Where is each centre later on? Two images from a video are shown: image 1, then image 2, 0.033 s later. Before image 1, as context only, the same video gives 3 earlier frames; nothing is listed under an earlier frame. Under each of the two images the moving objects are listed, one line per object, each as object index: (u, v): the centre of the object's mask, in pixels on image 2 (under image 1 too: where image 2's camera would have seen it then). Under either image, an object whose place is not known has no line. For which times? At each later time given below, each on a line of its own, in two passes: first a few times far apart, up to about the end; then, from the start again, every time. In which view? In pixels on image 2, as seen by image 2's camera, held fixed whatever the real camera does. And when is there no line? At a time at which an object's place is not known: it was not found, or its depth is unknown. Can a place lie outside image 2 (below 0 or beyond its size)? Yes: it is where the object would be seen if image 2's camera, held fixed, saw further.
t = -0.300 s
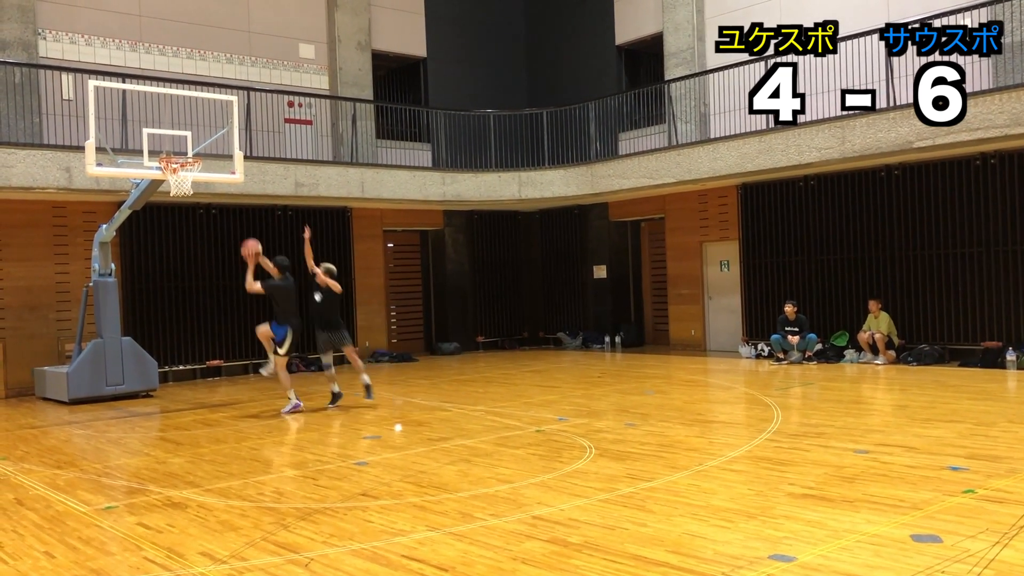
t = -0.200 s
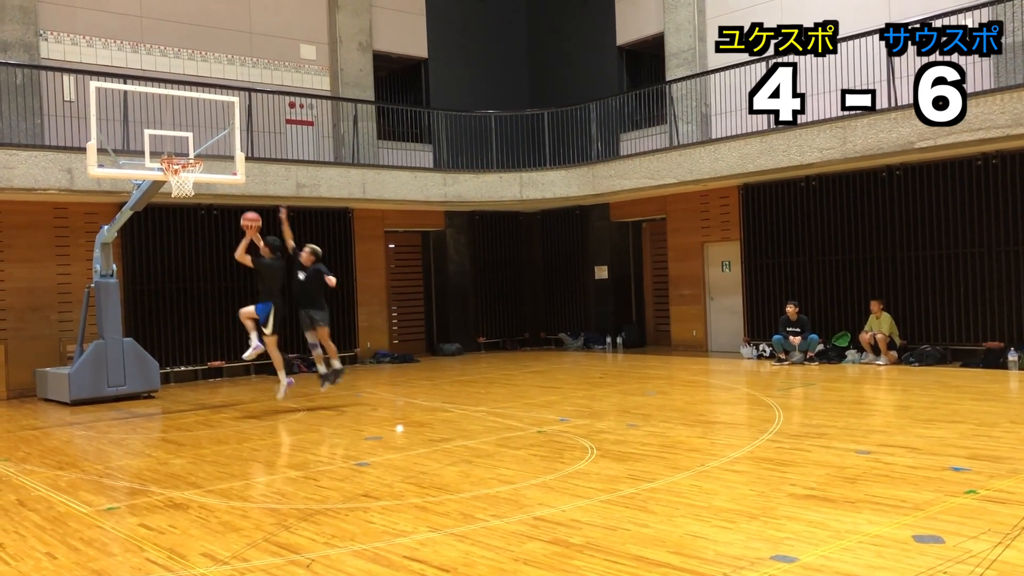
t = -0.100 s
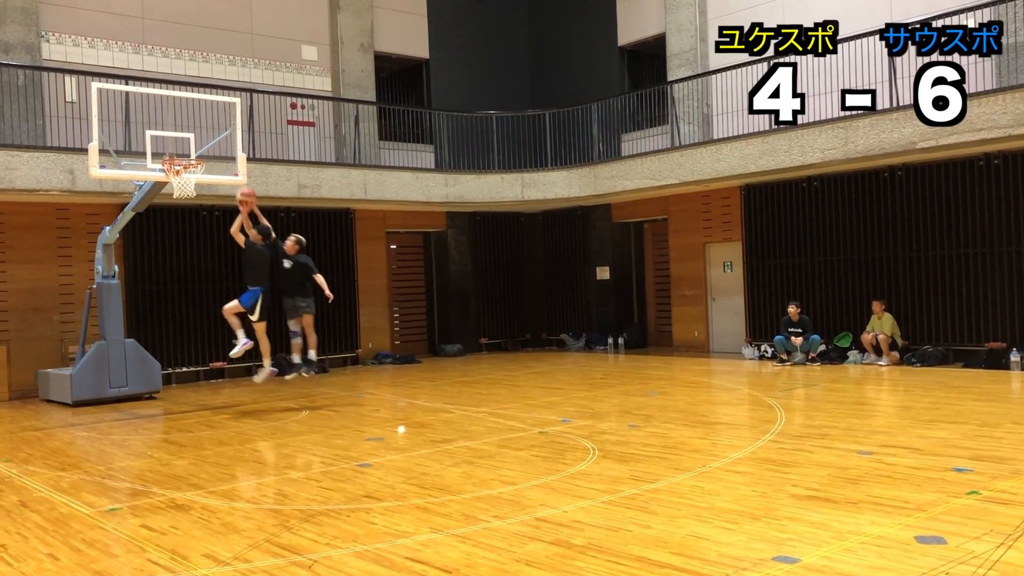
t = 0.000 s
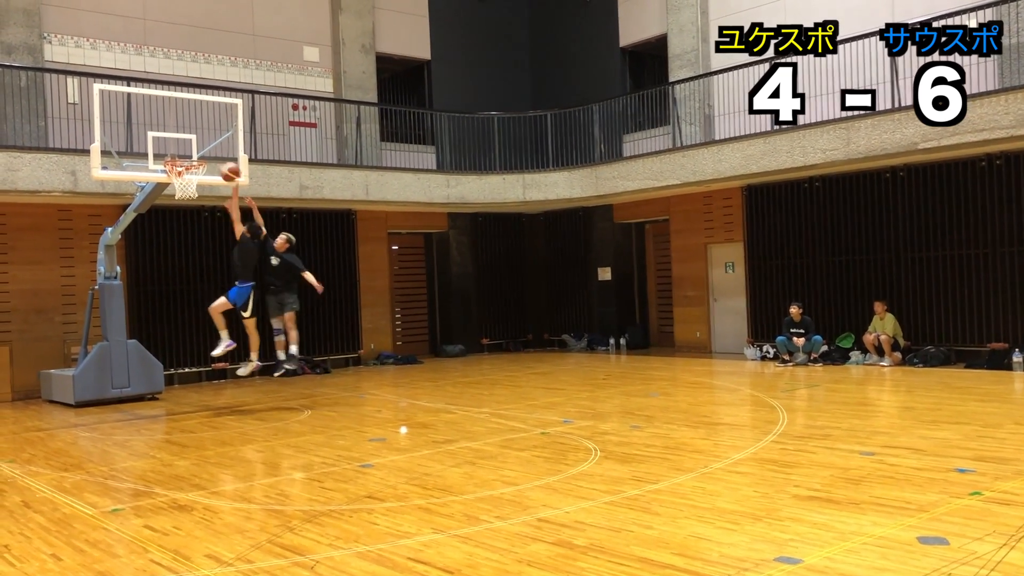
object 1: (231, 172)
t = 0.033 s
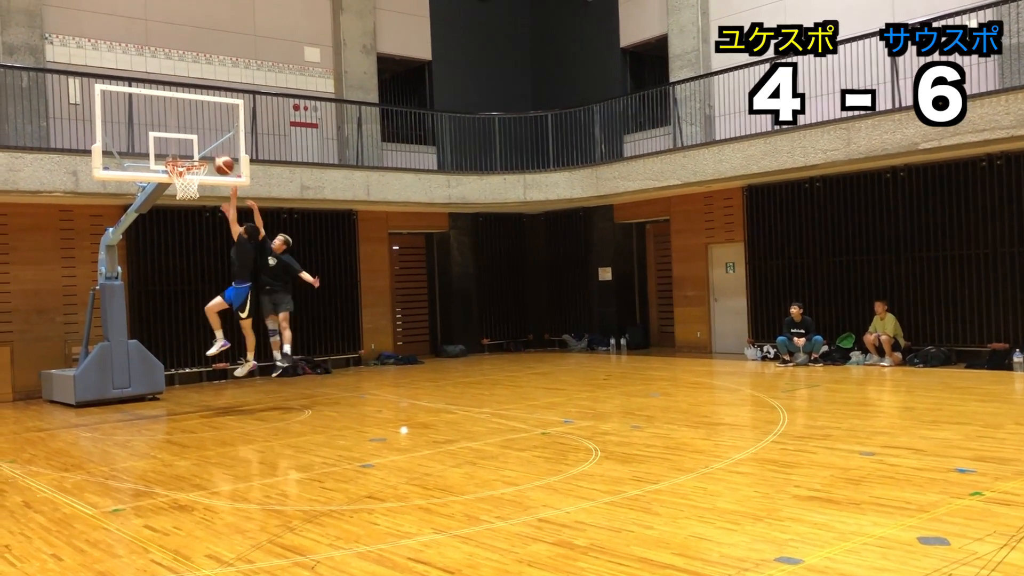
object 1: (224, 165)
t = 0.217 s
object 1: (194, 143)
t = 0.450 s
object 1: (195, 148)
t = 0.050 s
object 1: (220, 162)
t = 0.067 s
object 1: (216, 159)
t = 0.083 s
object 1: (213, 156)
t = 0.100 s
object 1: (209, 154)
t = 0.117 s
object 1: (206, 152)
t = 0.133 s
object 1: (202, 150)
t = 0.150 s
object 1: (198, 148)
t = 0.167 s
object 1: (195, 146)
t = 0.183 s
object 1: (194, 144)
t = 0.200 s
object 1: (194, 144)
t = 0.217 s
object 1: (194, 143)
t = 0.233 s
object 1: (194, 143)
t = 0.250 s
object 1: (194, 142)
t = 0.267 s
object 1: (194, 142)
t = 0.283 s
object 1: (195, 142)
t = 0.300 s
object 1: (195, 143)
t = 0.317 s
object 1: (194, 143)
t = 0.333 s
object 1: (195, 144)
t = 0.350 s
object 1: (195, 145)
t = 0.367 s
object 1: (195, 146)
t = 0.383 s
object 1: (195, 148)
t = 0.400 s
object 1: (196, 149)
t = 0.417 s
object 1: (196, 150)
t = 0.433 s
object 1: (195, 149)
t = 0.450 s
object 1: (195, 148)
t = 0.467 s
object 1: (195, 147)
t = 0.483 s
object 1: (195, 146)
